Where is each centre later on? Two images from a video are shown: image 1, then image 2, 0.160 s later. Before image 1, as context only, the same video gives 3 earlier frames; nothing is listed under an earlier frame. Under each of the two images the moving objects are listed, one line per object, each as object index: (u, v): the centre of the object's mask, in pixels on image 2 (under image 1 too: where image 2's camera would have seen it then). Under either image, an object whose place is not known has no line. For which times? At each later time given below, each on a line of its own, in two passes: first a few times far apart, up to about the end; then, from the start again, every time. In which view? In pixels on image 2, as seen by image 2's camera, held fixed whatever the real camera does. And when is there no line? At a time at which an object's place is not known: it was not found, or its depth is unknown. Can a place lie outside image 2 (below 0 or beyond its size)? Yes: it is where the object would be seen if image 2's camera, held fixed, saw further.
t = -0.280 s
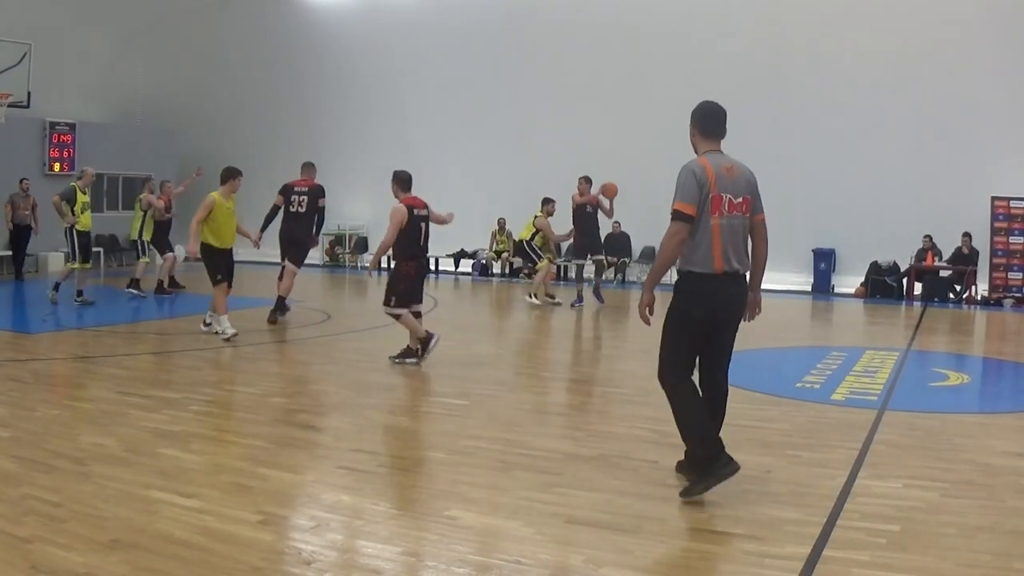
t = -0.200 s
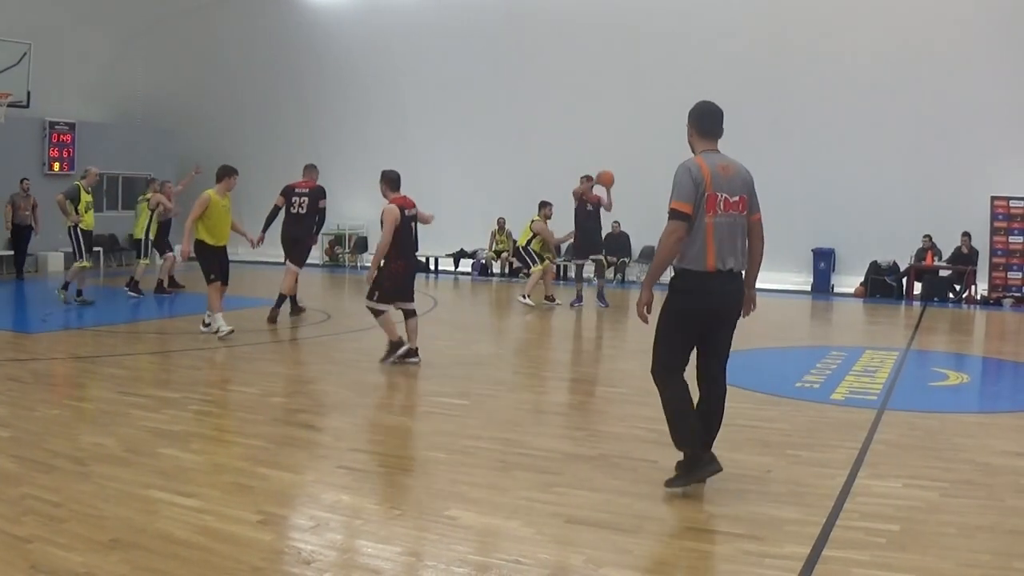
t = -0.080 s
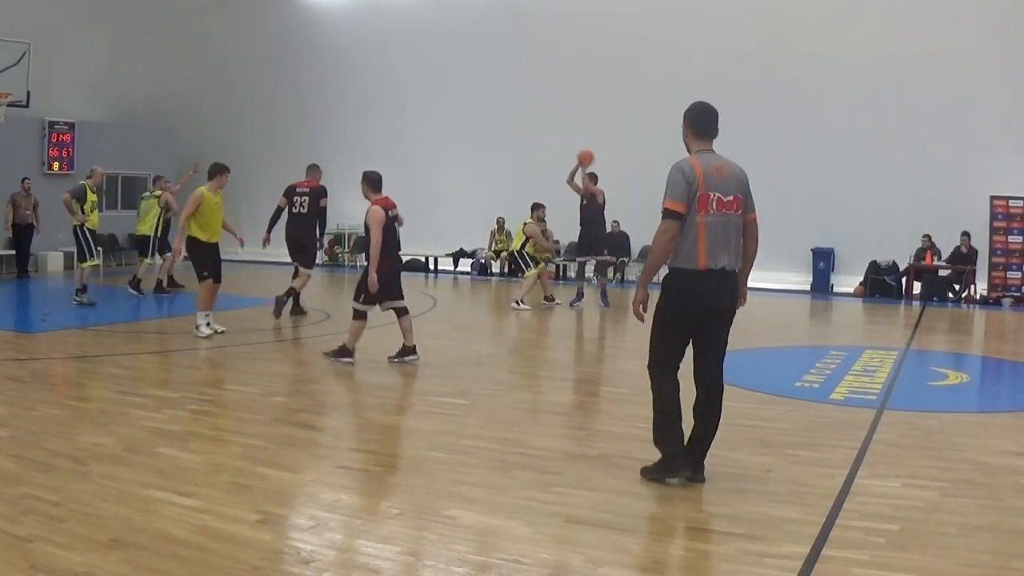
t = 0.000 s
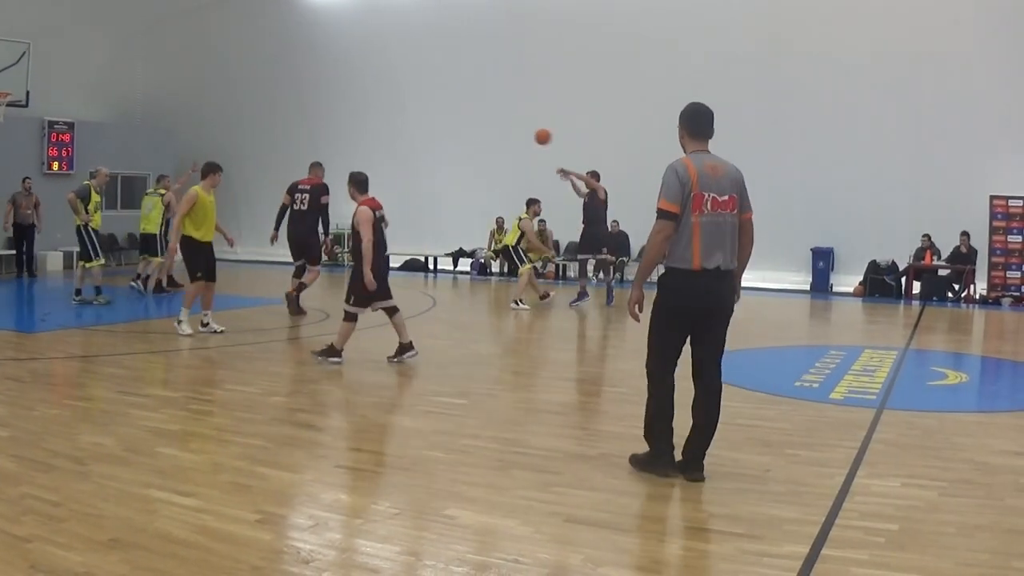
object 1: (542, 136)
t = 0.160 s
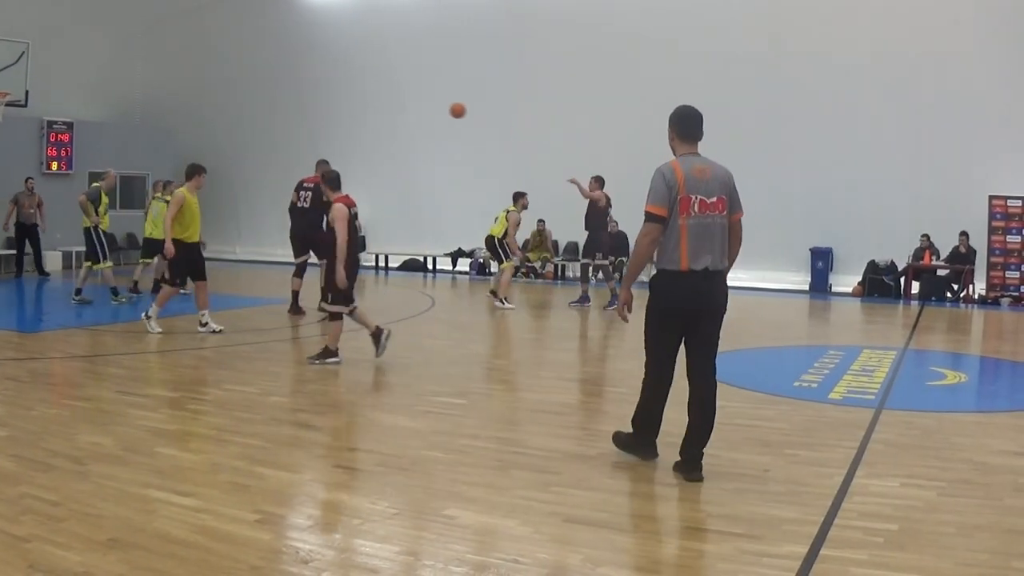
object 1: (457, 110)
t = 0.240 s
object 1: (417, 104)
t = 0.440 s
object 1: (323, 109)
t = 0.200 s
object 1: (437, 107)
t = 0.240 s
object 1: (417, 104)
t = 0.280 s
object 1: (398, 103)
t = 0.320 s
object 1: (379, 103)
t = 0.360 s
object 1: (360, 104)
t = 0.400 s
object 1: (341, 106)
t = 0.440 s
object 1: (323, 109)
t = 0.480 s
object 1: (305, 113)
